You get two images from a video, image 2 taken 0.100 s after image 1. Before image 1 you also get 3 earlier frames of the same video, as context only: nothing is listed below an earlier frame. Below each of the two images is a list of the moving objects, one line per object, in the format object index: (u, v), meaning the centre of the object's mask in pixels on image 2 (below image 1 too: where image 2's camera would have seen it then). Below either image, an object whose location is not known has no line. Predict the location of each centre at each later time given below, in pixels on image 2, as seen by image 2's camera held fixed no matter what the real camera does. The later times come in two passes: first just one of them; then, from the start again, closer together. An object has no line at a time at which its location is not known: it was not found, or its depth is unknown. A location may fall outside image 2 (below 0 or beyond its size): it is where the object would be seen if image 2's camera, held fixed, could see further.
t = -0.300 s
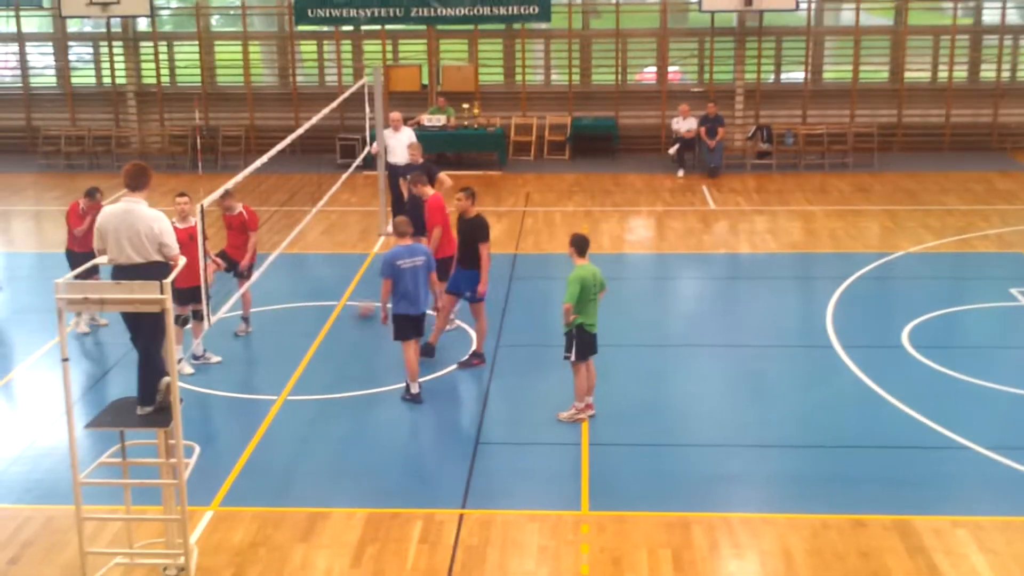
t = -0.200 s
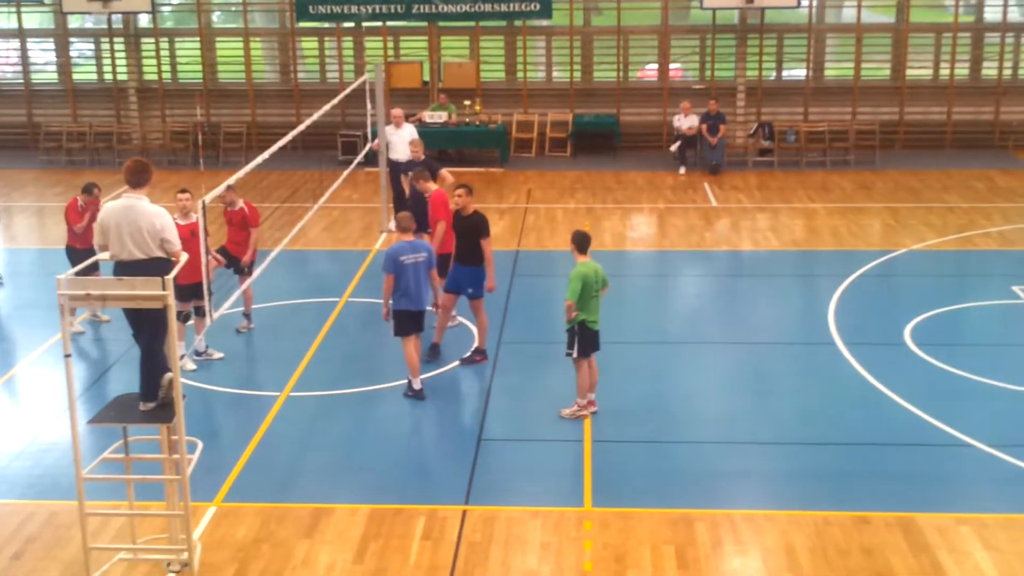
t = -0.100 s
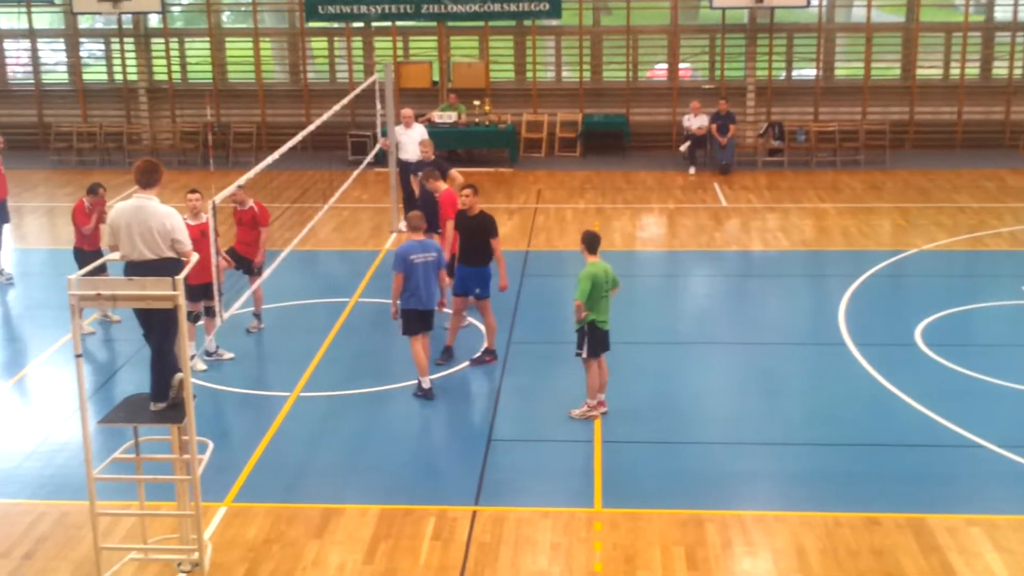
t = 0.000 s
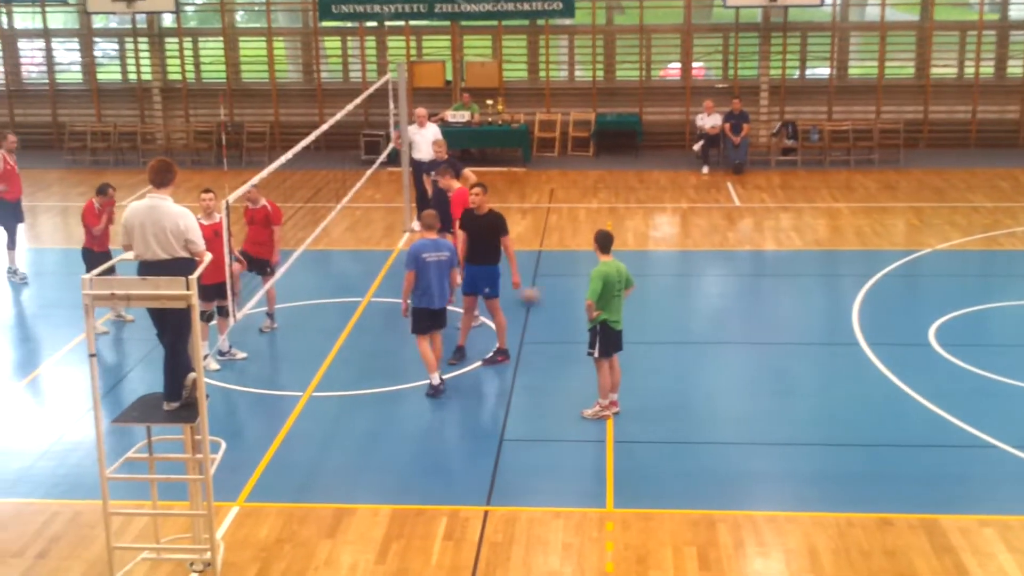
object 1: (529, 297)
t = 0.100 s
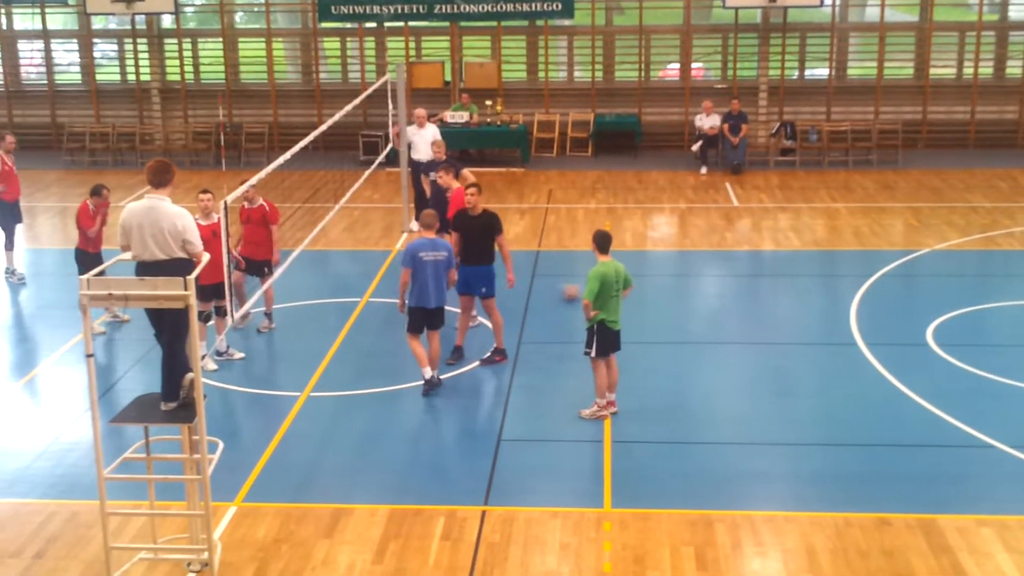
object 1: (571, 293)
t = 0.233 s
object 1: (630, 293)
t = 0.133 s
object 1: (580, 292)
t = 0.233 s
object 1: (630, 293)
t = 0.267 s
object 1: (643, 287)
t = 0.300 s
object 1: (654, 284)
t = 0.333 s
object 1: (668, 283)
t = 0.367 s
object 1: (681, 283)
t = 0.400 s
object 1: (694, 284)
